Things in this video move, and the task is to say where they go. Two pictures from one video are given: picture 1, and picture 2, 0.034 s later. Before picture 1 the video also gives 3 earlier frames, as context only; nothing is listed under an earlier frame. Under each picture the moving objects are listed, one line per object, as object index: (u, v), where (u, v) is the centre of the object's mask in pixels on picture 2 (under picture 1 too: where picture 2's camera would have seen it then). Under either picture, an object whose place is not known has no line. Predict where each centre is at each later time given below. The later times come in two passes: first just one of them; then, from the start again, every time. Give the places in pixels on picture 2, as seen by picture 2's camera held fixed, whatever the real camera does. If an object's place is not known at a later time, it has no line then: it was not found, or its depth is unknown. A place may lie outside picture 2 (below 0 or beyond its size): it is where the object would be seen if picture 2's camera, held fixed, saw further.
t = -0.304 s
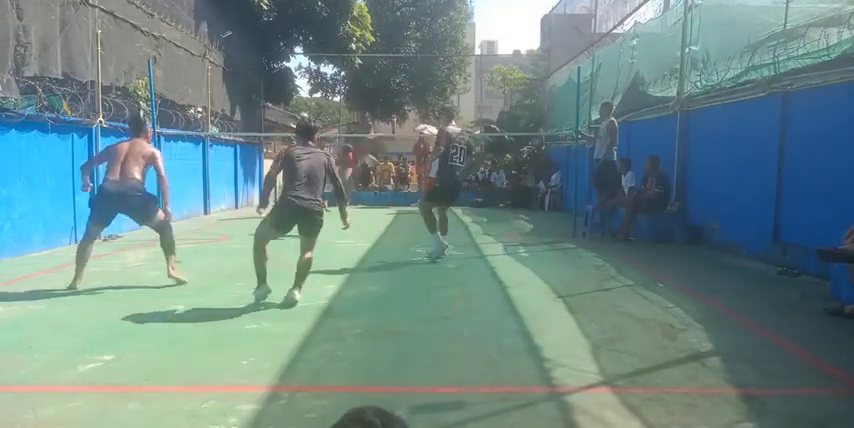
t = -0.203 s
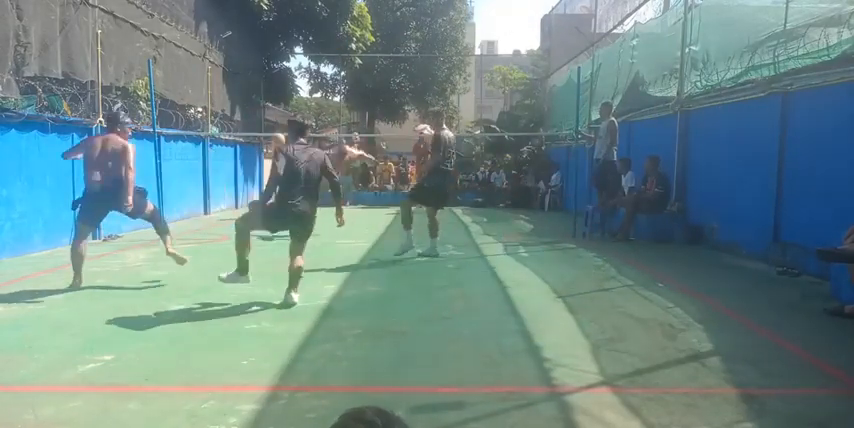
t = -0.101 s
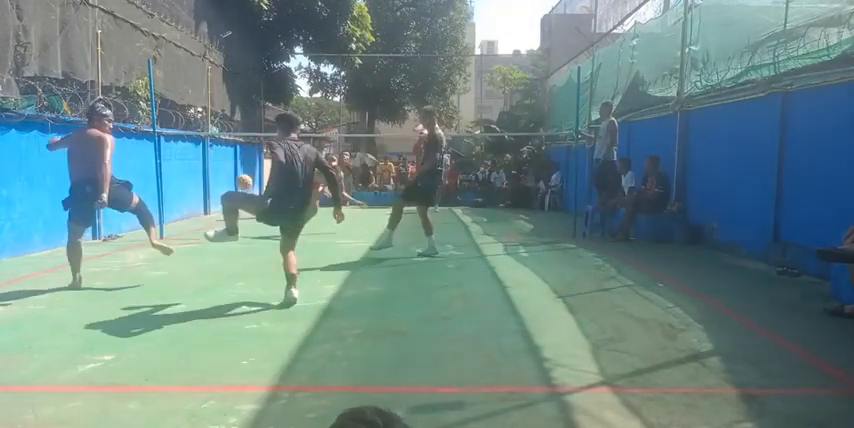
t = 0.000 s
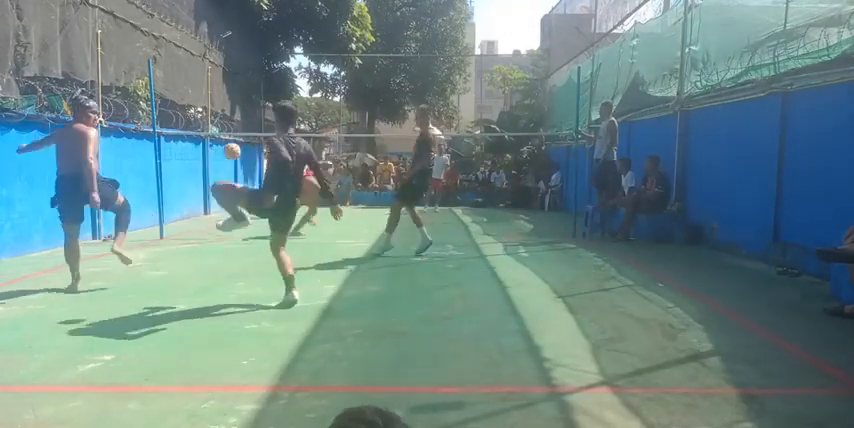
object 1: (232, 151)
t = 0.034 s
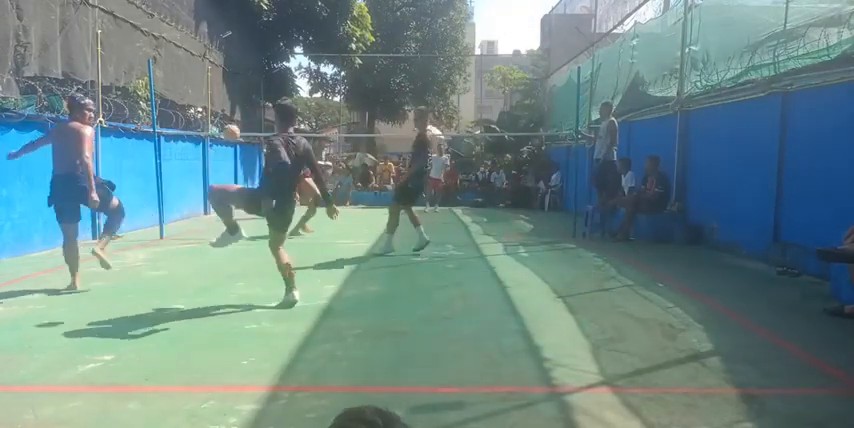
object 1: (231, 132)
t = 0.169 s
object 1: (230, 72)
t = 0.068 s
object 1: (231, 116)
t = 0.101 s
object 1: (231, 99)
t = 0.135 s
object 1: (230, 85)
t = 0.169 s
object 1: (230, 72)
